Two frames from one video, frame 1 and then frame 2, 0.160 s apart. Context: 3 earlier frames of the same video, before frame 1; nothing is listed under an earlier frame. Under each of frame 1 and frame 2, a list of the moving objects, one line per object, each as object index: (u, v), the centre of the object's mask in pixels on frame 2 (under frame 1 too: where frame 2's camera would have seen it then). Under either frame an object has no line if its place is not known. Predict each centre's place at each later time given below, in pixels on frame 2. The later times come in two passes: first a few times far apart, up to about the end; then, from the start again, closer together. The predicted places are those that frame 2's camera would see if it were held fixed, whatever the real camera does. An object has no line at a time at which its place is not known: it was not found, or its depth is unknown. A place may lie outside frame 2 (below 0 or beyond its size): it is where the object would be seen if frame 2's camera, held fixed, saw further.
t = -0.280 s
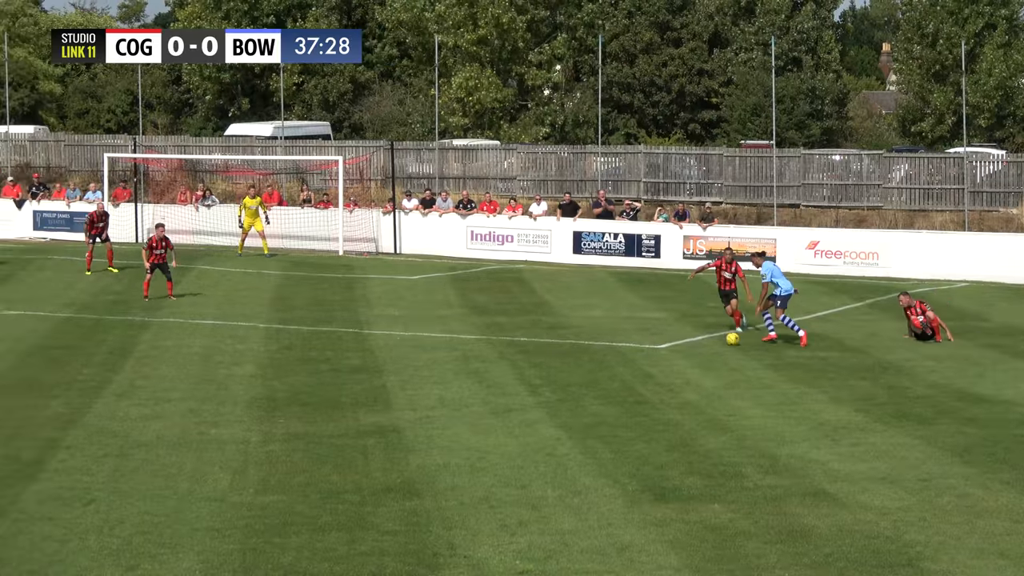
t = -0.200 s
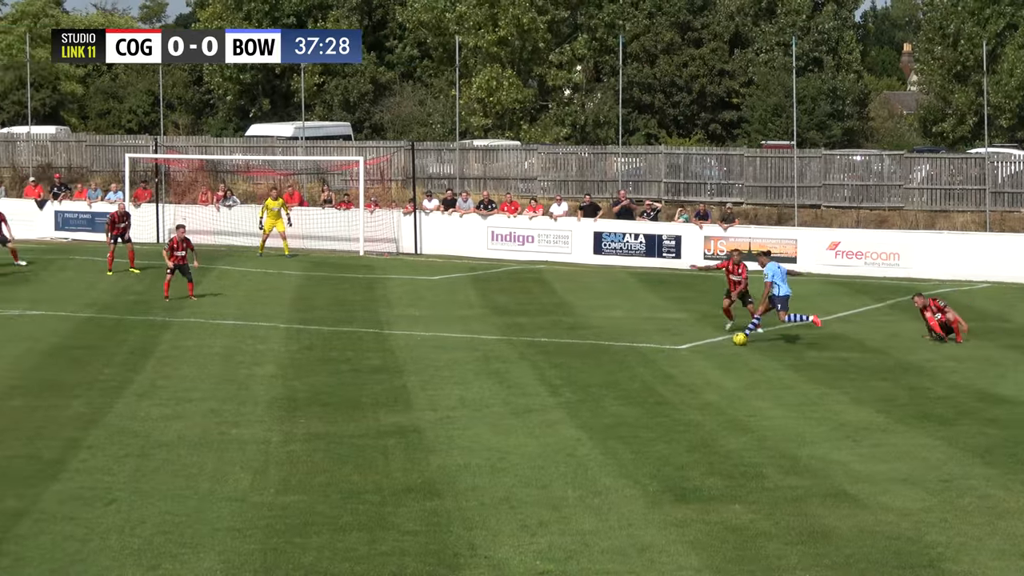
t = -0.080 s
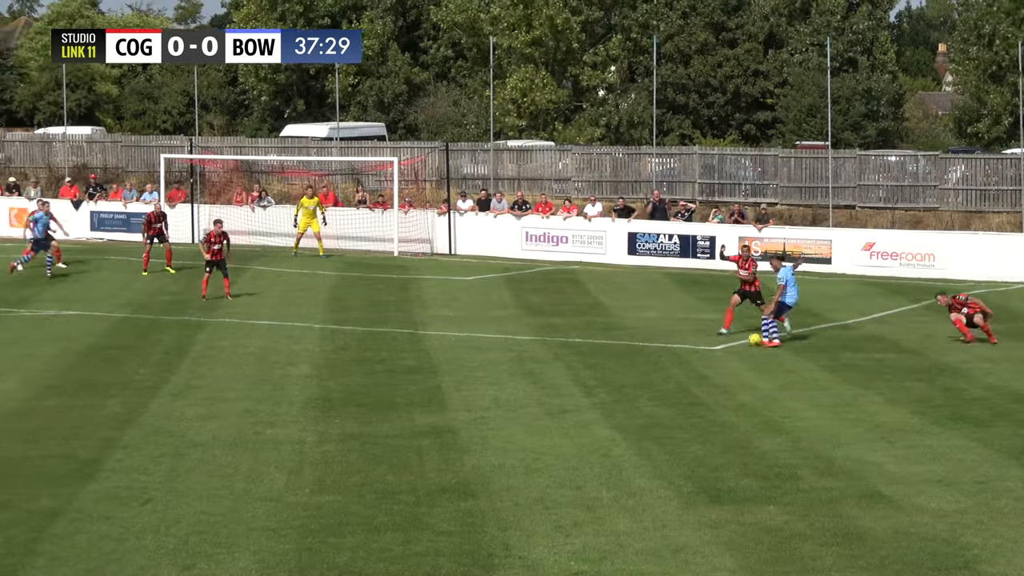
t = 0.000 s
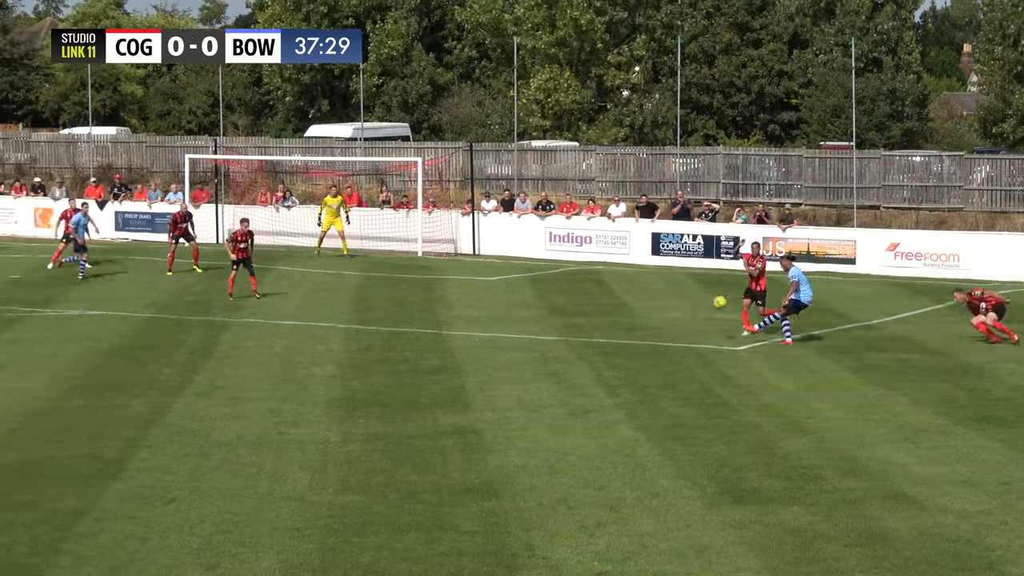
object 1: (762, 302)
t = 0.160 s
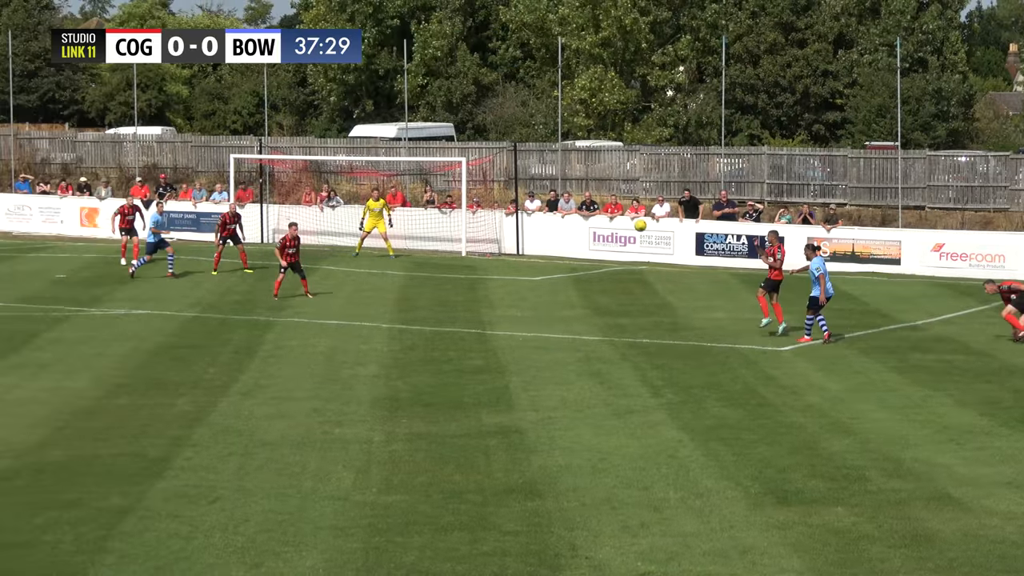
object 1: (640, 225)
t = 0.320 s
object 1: (535, 167)
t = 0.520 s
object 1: (424, 116)
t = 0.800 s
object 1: (296, 79)
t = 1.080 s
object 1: (192, 77)
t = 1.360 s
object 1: (108, 107)
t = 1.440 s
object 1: (87, 119)
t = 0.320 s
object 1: (535, 167)
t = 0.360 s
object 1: (511, 154)
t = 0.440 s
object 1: (466, 134)
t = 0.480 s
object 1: (445, 124)
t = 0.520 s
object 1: (424, 116)
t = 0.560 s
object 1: (404, 108)
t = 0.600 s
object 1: (385, 102)
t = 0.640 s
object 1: (366, 95)
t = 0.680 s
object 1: (348, 90)
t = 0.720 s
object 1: (330, 85)
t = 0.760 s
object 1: (313, 82)
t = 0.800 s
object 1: (296, 79)
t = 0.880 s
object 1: (264, 75)
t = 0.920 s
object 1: (249, 74)
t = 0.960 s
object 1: (234, 74)
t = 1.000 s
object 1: (220, 74)
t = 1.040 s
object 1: (206, 75)
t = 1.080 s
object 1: (192, 77)
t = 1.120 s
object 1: (180, 79)
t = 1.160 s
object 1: (167, 83)
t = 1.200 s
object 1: (154, 86)
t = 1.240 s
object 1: (142, 91)
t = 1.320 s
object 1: (119, 100)
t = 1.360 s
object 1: (108, 107)
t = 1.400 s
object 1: (97, 114)
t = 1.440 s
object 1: (87, 119)
